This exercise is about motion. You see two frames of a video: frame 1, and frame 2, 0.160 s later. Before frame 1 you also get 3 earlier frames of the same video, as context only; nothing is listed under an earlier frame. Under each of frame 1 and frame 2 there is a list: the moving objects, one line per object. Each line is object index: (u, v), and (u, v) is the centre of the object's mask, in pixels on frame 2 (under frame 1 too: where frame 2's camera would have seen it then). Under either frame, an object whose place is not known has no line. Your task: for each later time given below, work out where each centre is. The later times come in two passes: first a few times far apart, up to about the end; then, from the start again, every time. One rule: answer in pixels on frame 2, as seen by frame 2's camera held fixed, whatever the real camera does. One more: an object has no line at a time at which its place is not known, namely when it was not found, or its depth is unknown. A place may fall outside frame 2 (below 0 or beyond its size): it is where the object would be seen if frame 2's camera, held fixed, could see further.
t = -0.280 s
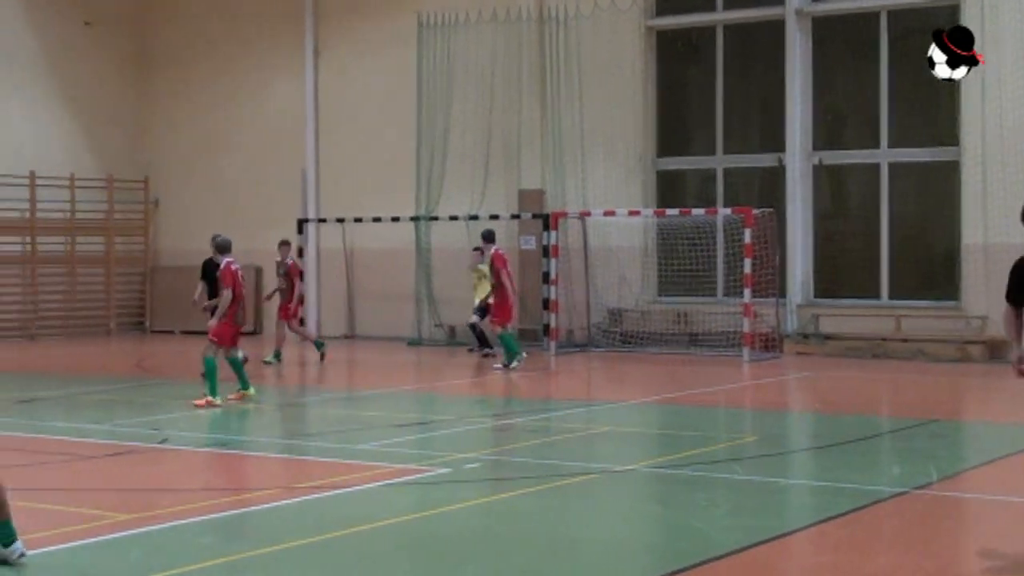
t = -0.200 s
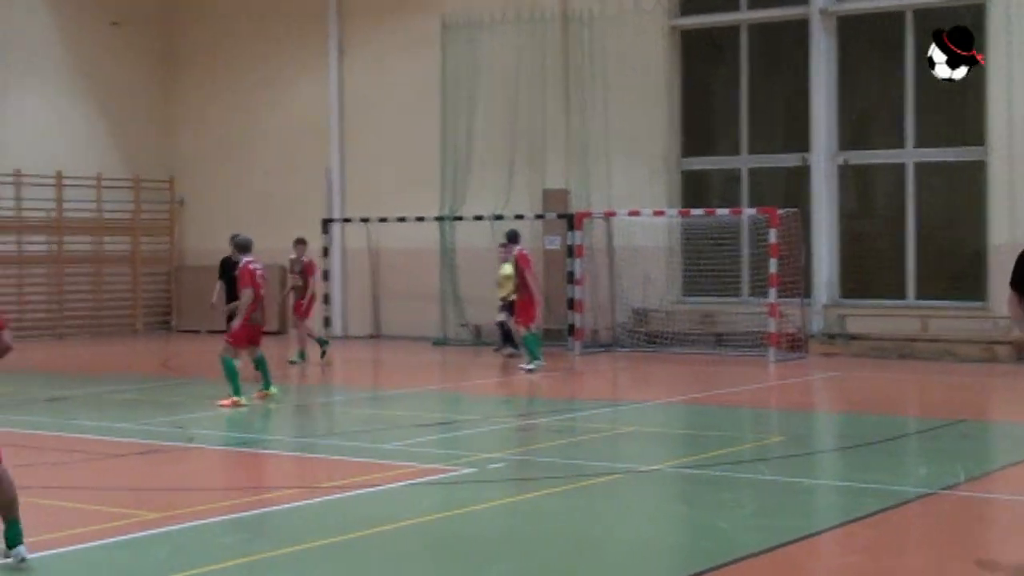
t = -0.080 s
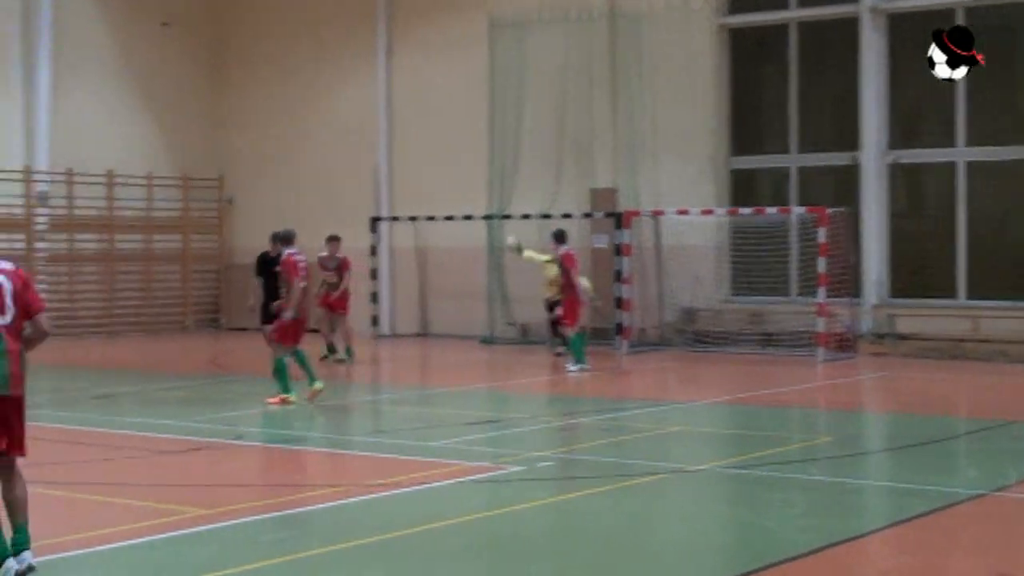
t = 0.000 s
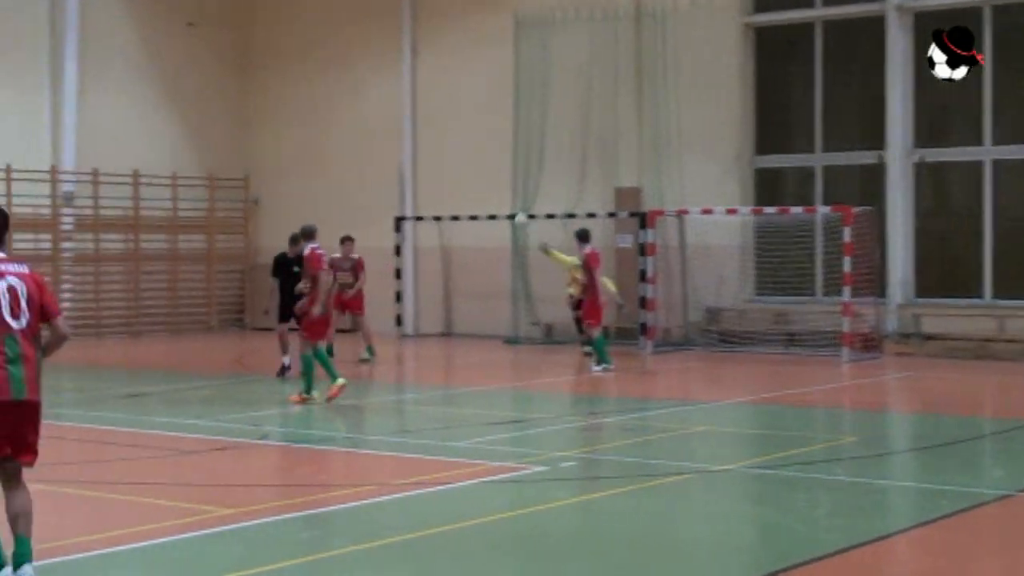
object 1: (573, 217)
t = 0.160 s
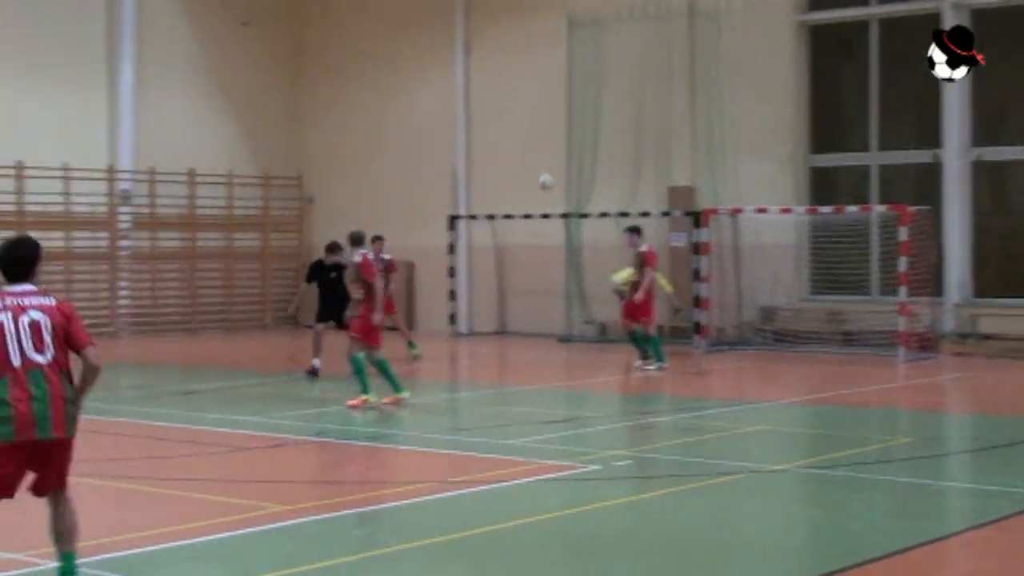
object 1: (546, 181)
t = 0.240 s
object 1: (528, 166)
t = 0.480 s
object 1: (459, 142)
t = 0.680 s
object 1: (367, 157)
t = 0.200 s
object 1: (537, 174)
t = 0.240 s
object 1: (528, 166)
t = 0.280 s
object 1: (519, 160)
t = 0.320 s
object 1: (508, 154)
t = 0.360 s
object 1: (498, 149)
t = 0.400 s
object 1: (486, 146)
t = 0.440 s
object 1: (474, 143)
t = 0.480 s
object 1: (459, 142)
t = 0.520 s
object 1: (443, 142)
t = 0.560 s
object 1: (427, 144)
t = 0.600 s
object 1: (410, 147)
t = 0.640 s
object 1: (390, 152)
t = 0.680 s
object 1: (367, 157)
